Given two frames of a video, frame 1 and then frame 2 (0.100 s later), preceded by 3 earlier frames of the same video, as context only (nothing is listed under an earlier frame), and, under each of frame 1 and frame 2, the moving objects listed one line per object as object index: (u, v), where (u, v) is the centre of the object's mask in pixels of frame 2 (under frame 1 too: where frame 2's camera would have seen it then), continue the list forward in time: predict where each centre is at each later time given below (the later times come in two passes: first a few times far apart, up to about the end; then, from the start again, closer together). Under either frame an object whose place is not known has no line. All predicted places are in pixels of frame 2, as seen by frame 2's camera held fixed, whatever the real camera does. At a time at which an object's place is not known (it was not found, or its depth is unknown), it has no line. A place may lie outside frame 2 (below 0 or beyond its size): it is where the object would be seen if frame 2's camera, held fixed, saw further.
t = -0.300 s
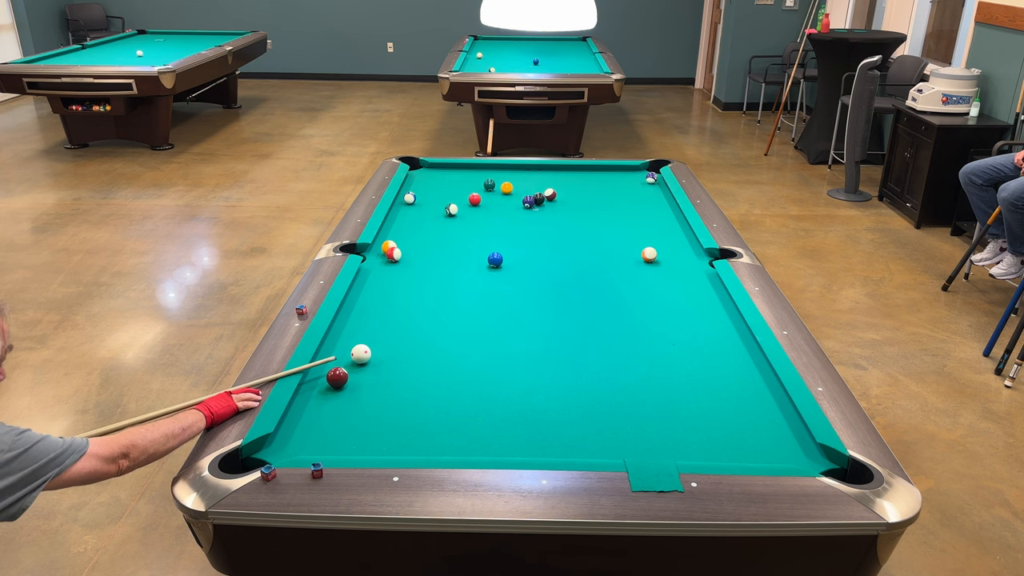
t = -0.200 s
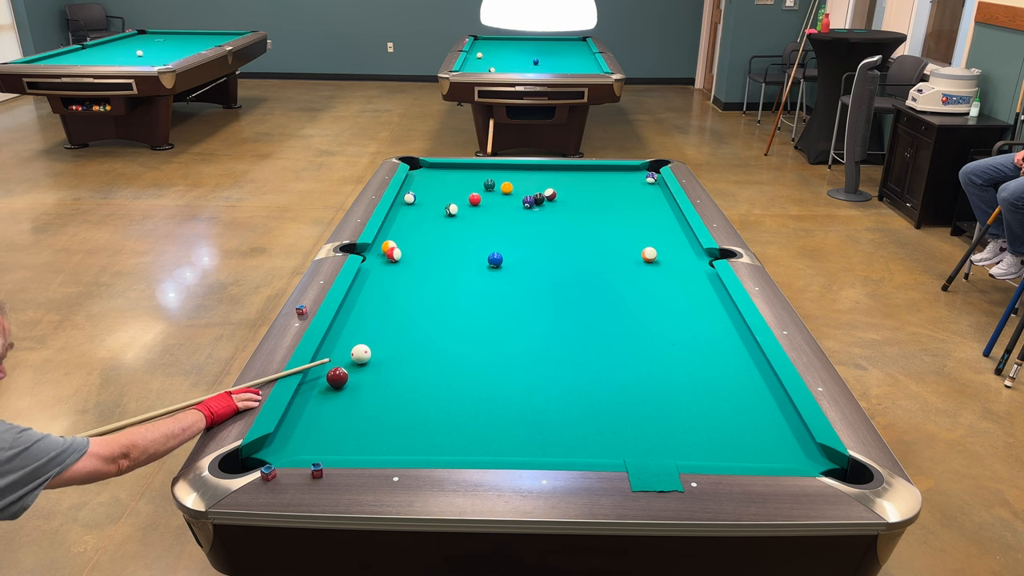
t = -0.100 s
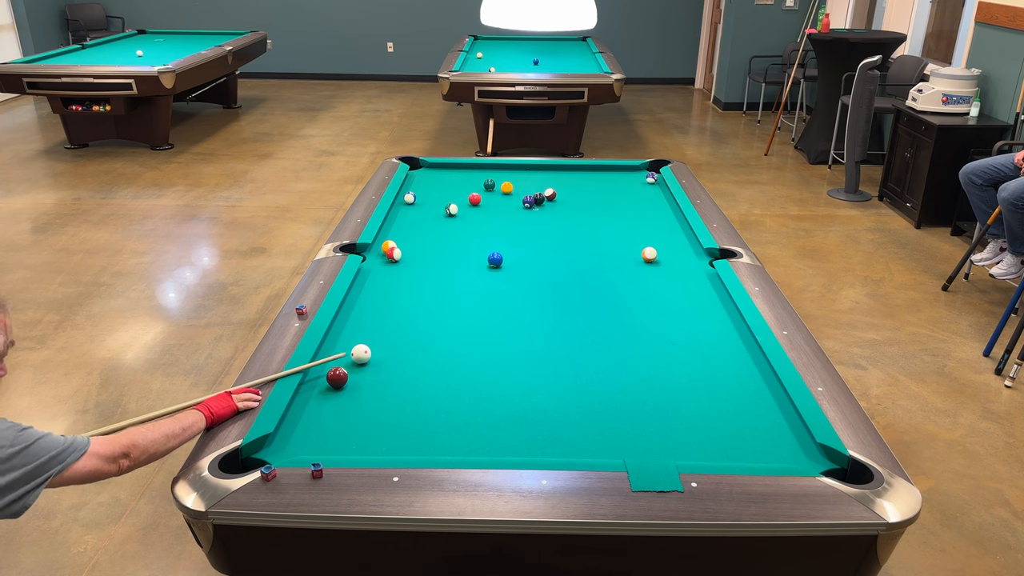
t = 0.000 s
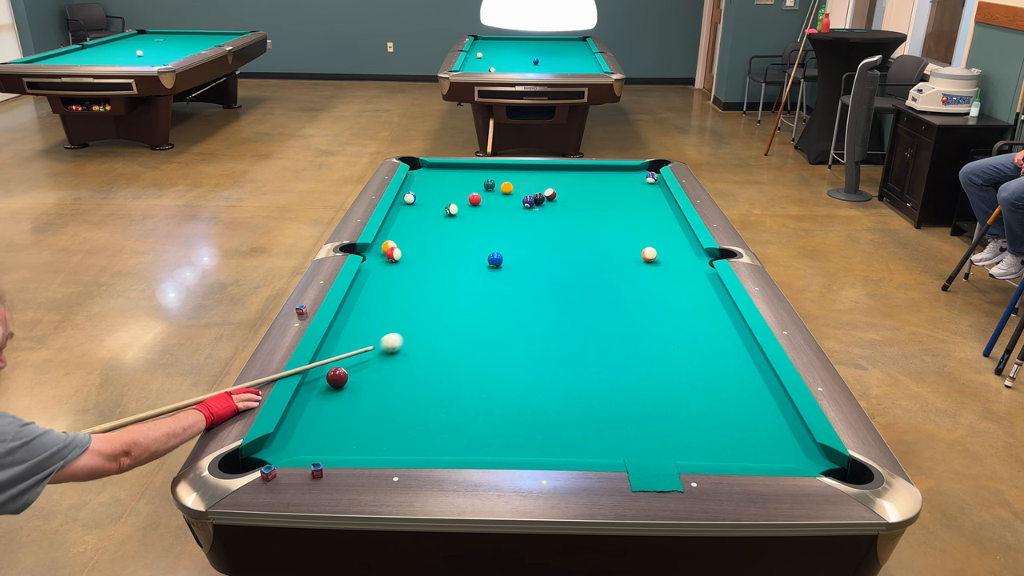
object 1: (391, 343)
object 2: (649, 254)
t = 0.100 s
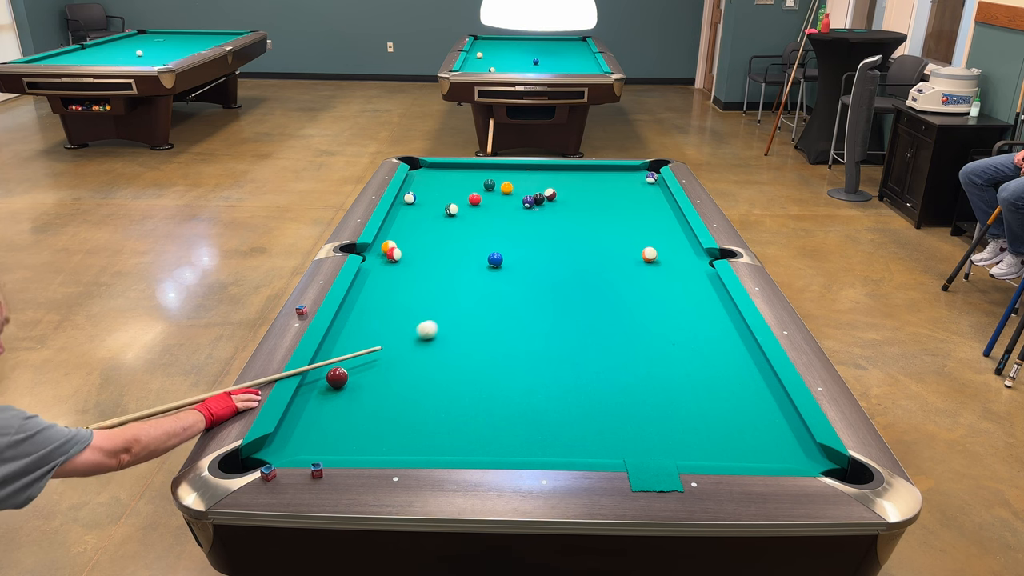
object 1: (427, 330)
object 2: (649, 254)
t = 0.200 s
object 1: (460, 318)
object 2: (649, 254)
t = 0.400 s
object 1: (520, 297)
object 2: (649, 254)
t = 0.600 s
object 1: (572, 278)
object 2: (649, 254)
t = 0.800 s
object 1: (618, 261)
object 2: (649, 254)
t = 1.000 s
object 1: (632, 248)
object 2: (674, 252)
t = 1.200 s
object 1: (632, 237)
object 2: (696, 252)
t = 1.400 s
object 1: (632, 227)
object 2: (687, 255)
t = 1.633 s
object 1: (632, 217)
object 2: (677, 259)
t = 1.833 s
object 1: (633, 209)
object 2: (669, 262)
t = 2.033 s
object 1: (633, 201)
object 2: (660, 265)
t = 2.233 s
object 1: (633, 194)
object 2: (653, 268)
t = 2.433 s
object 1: (633, 188)
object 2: (646, 271)
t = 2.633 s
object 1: (633, 182)
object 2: (639, 273)
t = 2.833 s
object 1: (633, 177)
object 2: (633, 275)
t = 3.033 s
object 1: (633, 172)
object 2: (627, 277)
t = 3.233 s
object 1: (633, 168)
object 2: (622, 279)
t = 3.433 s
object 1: (635, 171)
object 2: (618, 280)
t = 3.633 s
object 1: (637, 174)
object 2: (614, 281)
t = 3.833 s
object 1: (640, 176)
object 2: (611, 282)
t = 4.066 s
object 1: (639, 179)
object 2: (607, 283)
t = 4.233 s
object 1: (638, 181)
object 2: (605, 283)
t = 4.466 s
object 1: (637, 183)
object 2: (604, 284)
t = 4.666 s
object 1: (636, 185)
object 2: (604, 284)
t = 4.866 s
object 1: (636, 186)
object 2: (604, 284)
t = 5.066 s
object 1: (635, 188)
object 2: (604, 284)
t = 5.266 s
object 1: (635, 189)
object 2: (604, 284)
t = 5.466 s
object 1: (634, 190)
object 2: (604, 284)
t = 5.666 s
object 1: (634, 191)
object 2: (604, 284)
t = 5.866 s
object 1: (633, 192)
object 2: (604, 284)
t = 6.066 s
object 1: (632, 192)
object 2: (604, 284)
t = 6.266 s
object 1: (631, 193)
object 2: (604, 284)
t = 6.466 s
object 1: (631, 193)
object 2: (604, 284)
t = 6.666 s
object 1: (631, 193)
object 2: (604, 284)
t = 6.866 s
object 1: (631, 193)
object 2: (604, 284)
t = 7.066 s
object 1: (631, 193)
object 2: (604, 284)
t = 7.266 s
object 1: (631, 193)
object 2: (604, 284)
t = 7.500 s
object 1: (631, 193)
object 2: (604, 284)
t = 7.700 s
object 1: (631, 193)
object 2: (604, 284)
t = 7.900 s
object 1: (631, 193)
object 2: (604, 284)
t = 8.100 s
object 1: (631, 193)
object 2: (604, 284)
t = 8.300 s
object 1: (631, 193)
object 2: (604, 284)
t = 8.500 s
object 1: (631, 193)
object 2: (604, 284)
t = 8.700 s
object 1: (631, 193)
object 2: (604, 284)
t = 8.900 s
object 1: (631, 193)
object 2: (604, 284)
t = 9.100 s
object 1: (631, 193)
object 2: (604, 284)
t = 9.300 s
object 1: (631, 193)
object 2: (604, 284)
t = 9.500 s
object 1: (631, 193)
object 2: (604, 284)
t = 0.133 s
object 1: (438, 326)
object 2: (649, 254)
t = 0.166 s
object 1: (449, 322)
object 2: (649, 254)
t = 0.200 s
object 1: (460, 318)
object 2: (649, 254)
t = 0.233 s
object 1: (471, 314)
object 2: (649, 254)
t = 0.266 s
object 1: (481, 310)
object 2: (649, 254)
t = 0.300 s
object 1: (491, 307)
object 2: (649, 254)
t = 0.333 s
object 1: (501, 303)
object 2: (649, 254)
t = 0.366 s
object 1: (510, 300)
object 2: (649, 254)
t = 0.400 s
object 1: (520, 297)
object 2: (649, 254)
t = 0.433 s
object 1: (529, 293)
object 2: (649, 254)
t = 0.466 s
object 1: (537, 290)
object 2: (649, 254)
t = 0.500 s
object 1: (547, 287)
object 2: (649, 254)
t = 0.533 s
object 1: (555, 284)
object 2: (649, 254)
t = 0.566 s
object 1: (563, 281)
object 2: (649, 254)
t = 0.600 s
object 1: (572, 278)
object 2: (649, 254)
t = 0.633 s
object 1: (580, 275)
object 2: (649, 254)
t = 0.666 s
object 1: (588, 272)
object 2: (649, 254)
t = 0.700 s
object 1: (595, 269)
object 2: (649, 254)
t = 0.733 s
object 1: (603, 266)
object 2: (649, 254)
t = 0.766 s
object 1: (611, 264)
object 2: (649, 254)
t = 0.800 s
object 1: (618, 261)
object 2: (649, 254)
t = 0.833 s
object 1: (625, 259)
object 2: (649, 254)
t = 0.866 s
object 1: (632, 256)
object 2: (649, 254)
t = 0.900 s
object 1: (633, 254)
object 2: (654, 254)
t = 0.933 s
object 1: (632, 252)
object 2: (661, 253)
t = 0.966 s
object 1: (632, 250)
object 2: (668, 253)
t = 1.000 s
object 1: (632, 248)
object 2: (674, 252)
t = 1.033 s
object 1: (632, 246)
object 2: (679, 252)
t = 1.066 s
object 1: (632, 244)
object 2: (684, 252)
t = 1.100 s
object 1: (632, 243)
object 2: (689, 251)
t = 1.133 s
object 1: (632, 241)
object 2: (694, 251)
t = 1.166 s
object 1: (632, 239)
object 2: (698, 251)
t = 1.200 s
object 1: (632, 237)
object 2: (696, 252)
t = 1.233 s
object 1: (632, 236)
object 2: (694, 252)
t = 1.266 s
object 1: (632, 234)
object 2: (693, 253)
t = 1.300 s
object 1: (632, 232)
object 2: (691, 253)
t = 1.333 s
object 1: (632, 231)
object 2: (690, 254)
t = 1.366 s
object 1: (632, 229)
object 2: (688, 254)
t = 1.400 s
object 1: (632, 227)
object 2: (687, 255)
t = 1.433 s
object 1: (632, 226)
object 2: (685, 256)
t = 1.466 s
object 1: (632, 224)
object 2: (684, 256)
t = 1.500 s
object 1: (632, 223)
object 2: (682, 257)
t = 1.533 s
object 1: (632, 221)
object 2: (681, 257)
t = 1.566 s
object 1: (632, 220)
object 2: (679, 258)
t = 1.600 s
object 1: (632, 218)
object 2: (678, 258)
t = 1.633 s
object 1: (632, 217)
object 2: (677, 259)
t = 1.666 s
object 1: (632, 215)
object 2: (675, 260)
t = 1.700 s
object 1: (633, 214)
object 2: (674, 260)
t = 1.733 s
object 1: (633, 213)
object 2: (672, 261)
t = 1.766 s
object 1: (633, 211)
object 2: (671, 261)
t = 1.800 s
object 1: (633, 210)
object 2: (670, 262)
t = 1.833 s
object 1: (633, 209)
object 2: (669, 262)
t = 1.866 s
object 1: (633, 207)
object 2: (667, 263)
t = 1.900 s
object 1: (633, 206)
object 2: (666, 264)
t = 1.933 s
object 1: (633, 205)
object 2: (664, 264)
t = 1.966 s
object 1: (633, 204)
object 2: (663, 265)
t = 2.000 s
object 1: (633, 202)
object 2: (662, 265)
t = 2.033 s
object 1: (633, 201)
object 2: (660, 265)
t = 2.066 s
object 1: (633, 200)
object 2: (659, 266)
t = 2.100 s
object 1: (633, 199)
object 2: (658, 266)
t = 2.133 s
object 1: (633, 198)
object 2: (657, 267)
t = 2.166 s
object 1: (633, 197)
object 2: (655, 267)
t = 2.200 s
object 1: (633, 195)
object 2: (654, 268)
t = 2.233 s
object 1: (633, 194)
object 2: (653, 268)
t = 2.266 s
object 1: (633, 193)
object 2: (652, 269)
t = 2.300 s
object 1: (633, 192)
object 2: (651, 269)
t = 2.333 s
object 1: (633, 191)
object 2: (649, 269)
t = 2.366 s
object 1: (633, 190)
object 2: (648, 270)
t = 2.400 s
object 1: (633, 189)
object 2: (647, 270)
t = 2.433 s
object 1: (633, 188)
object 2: (646, 271)
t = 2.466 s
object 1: (633, 187)
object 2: (644, 271)
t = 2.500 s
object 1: (633, 186)
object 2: (644, 271)
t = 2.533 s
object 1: (633, 185)
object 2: (642, 272)
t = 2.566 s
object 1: (633, 184)
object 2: (641, 272)
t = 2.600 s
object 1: (633, 183)
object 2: (640, 273)
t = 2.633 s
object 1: (633, 182)
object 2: (639, 273)
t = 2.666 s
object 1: (633, 181)
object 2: (638, 274)
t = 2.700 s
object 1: (633, 180)
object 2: (637, 274)
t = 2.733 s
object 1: (633, 179)
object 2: (636, 274)
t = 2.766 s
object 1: (633, 179)
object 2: (635, 275)
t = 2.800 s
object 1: (633, 178)
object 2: (634, 275)
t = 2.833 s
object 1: (633, 177)
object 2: (633, 275)
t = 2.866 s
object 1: (633, 176)
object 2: (632, 276)
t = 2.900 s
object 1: (633, 175)
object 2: (631, 276)
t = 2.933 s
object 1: (633, 174)
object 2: (630, 276)
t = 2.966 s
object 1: (633, 173)
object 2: (629, 277)
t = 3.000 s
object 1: (633, 173)
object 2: (628, 277)
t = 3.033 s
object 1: (633, 172)
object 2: (627, 277)
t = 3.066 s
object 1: (633, 171)
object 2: (626, 277)
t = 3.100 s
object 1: (633, 170)
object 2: (626, 278)
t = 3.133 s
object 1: (633, 169)
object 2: (625, 278)
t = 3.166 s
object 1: (633, 168)
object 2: (624, 278)
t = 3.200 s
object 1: (633, 168)
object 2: (623, 278)
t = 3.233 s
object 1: (633, 168)
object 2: (622, 279)
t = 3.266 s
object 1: (633, 168)
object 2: (621, 279)
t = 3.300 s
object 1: (634, 169)
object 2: (620, 279)
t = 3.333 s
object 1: (634, 169)
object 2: (620, 279)
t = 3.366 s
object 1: (634, 170)
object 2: (619, 280)
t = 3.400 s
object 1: (635, 170)
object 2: (618, 280)
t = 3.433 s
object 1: (635, 171)
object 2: (618, 280)
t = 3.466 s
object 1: (636, 171)
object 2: (617, 280)
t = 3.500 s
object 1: (636, 172)
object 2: (616, 281)
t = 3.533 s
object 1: (636, 172)
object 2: (616, 281)
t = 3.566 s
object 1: (637, 173)
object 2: (615, 281)
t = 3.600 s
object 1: (637, 173)
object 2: (614, 281)
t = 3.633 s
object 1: (637, 174)
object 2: (614, 281)
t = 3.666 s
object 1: (638, 174)
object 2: (613, 282)
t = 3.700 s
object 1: (638, 175)
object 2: (613, 282)
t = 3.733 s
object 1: (638, 175)
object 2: (612, 282)
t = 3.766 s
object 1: (639, 176)
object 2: (612, 282)
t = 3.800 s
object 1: (639, 176)
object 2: (611, 282)
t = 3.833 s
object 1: (640, 176)
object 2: (611, 282)
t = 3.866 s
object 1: (640, 177)
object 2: (610, 282)
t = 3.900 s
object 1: (640, 177)
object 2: (610, 282)
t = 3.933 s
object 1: (639, 177)
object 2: (609, 283)
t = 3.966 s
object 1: (639, 178)
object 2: (608, 283)
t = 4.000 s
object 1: (639, 178)
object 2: (608, 283)
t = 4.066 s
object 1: (639, 179)
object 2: (607, 283)
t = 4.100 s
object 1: (639, 179)
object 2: (607, 283)
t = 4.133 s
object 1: (639, 180)
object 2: (606, 283)
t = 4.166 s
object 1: (639, 180)
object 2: (606, 283)
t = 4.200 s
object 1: (639, 181)
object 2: (606, 283)
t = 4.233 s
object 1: (638, 181)
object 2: (605, 283)
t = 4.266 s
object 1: (638, 181)
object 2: (605, 284)
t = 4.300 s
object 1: (638, 181)
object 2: (605, 284)
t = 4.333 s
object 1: (638, 182)
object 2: (605, 284)
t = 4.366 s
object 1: (638, 182)
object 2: (604, 284)
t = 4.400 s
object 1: (638, 182)
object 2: (604, 284)
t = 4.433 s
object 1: (637, 183)
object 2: (604, 284)
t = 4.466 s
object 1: (637, 183)
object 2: (604, 284)
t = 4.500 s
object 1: (637, 183)
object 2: (604, 284)
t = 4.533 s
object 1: (637, 184)
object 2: (604, 284)
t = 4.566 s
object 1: (637, 184)
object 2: (604, 284)
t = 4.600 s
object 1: (637, 184)
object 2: (604, 284)
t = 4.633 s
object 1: (636, 185)
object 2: (604, 284)
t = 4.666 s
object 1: (636, 185)
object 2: (604, 284)
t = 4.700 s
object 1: (636, 185)
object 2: (604, 284)
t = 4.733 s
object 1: (636, 185)
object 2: (603, 284)
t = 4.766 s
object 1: (636, 186)
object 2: (604, 284)
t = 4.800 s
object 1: (636, 186)
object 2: (604, 284)
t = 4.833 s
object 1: (636, 186)
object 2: (604, 284)
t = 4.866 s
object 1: (636, 186)
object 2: (604, 284)
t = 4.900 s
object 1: (636, 187)
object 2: (604, 284)
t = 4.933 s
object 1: (636, 187)
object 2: (604, 284)
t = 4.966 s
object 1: (636, 187)
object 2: (604, 284)
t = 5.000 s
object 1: (635, 187)
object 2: (604, 284)
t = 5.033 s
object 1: (635, 188)
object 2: (604, 284)
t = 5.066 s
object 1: (635, 188)
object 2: (604, 284)
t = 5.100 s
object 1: (635, 188)
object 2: (604, 284)
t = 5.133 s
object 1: (635, 188)
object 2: (604, 284)
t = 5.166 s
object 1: (635, 188)
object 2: (604, 284)
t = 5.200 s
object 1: (635, 189)
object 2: (604, 284)
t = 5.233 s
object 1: (635, 189)
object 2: (604, 284)
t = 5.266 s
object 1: (635, 189)
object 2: (604, 284)
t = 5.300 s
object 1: (635, 189)
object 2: (604, 284)
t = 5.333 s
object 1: (634, 190)
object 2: (604, 284)
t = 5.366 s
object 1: (634, 190)
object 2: (604, 284)
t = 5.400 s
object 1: (634, 190)
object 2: (604, 284)
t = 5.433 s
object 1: (634, 190)
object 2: (604, 284)
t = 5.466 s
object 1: (634, 190)
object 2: (604, 284)
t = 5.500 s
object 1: (634, 190)
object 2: (604, 284)
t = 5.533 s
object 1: (634, 191)
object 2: (604, 284)
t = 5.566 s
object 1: (634, 191)
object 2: (604, 284)
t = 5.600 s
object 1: (634, 191)
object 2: (604, 284)
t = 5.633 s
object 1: (634, 191)
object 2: (604, 284)
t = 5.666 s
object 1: (634, 191)
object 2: (604, 284)
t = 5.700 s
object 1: (634, 191)
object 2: (604, 284)
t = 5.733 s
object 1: (633, 191)
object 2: (604, 284)
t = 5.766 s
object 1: (633, 192)
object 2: (604, 284)
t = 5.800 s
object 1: (633, 192)
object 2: (604, 284)
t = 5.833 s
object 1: (633, 192)
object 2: (604, 284)
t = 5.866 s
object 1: (633, 192)
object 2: (604, 284)
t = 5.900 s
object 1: (633, 192)
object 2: (604, 284)
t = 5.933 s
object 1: (633, 192)
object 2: (604, 284)
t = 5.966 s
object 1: (633, 192)
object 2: (604, 284)
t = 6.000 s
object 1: (632, 192)
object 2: (604, 284)
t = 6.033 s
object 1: (632, 192)
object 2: (604, 284)
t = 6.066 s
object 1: (632, 192)
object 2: (604, 284)
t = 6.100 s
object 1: (632, 192)
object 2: (604, 284)
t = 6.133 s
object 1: (632, 193)
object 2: (604, 284)
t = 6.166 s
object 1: (632, 193)
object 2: (604, 284)
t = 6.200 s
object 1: (632, 193)
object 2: (604, 284)
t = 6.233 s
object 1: (631, 193)
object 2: (604, 284)
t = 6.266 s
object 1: (631, 193)
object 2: (604, 284)
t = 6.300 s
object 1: (631, 193)
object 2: (604, 284)
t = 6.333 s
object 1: (631, 193)
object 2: (604, 284)
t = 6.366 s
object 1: (631, 193)
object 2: (604, 284)
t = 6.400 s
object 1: (631, 193)
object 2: (604, 284)
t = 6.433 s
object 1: (631, 193)
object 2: (604, 284)
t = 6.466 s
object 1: (631, 193)
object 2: (604, 284)
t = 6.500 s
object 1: (631, 193)
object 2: (604, 284)
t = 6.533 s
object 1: (631, 193)
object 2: (604, 284)
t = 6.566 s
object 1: (631, 193)
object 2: (604, 284)
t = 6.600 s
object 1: (631, 193)
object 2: (604, 284)
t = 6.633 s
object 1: (631, 193)
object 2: (604, 284)
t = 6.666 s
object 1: (631, 193)
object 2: (604, 284)
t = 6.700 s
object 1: (631, 193)
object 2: (604, 284)
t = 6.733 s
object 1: (631, 193)
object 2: (604, 284)
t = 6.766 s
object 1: (631, 193)
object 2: (604, 284)
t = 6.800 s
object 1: (631, 193)
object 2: (604, 284)
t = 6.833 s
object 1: (631, 193)
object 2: (604, 284)
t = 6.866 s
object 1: (631, 193)
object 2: (604, 284)
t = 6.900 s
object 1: (631, 193)
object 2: (604, 284)
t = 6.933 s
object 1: (631, 193)
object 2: (604, 284)
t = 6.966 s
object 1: (631, 193)
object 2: (604, 284)
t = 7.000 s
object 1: (631, 193)
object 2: (604, 284)
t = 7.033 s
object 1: (631, 193)
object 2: (604, 284)
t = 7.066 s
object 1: (631, 193)
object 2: (604, 284)
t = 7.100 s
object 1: (631, 193)
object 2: (604, 284)
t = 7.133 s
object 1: (631, 193)
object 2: (604, 284)
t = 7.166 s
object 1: (631, 193)
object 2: (604, 284)
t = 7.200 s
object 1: (631, 193)
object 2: (604, 284)
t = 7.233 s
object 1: (631, 193)
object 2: (604, 284)
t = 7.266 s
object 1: (631, 193)
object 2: (604, 284)
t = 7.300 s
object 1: (631, 193)
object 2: (604, 284)
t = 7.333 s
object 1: (631, 193)
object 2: (604, 284)
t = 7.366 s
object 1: (631, 193)
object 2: (604, 284)
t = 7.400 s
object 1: (631, 193)
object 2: (604, 284)
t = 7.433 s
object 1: (631, 193)
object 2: (604, 284)
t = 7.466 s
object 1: (631, 193)
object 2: (604, 284)
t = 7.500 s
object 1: (631, 193)
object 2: (604, 284)
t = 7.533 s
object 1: (631, 193)
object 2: (604, 284)
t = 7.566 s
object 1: (631, 193)
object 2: (604, 284)
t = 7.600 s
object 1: (631, 193)
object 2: (604, 284)
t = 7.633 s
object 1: (631, 193)
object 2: (604, 284)
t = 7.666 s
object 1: (631, 193)
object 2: (604, 284)
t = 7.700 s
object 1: (631, 193)
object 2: (604, 284)
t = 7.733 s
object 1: (631, 193)
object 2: (604, 284)
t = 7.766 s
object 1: (631, 193)
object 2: (604, 284)
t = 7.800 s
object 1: (631, 193)
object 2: (604, 284)
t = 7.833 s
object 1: (631, 193)
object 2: (604, 284)
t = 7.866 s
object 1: (631, 193)
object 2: (604, 284)
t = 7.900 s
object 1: (631, 193)
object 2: (604, 284)
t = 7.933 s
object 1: (631, 193)
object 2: (604, 284)
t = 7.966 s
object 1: (631, 193)
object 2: (604, 284)
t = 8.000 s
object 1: (631, 193)
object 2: (604, 284)
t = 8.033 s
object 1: (631, 193)
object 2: (604, 284)
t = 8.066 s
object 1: (631, 193)
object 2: (604, 284)
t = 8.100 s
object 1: (631, 193)
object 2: (604, 284)
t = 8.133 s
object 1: (631, 193)
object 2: (604, 284)
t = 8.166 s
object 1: (631, 193)
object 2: (604, 284)
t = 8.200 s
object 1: (631, 193)
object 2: (604, 284)
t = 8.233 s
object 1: (631, 193)
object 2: (604, 284)
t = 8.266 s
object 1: (631, 193)
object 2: (604, 284)
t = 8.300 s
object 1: (631, 193)
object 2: (604, 284)
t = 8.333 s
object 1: (631, 193)
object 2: (604, 284)
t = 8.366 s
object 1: (631, 193)
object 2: (604, 284)
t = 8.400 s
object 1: (631, 193)
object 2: (604, 284)
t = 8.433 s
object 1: (631, 193)
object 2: (604, 284)
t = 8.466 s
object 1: (631, 193)
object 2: (604, 284)
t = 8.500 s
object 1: (631, 193)
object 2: (604, 284)
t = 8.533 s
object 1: (631, 193)
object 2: (604, 284)
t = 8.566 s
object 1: (631, 193)
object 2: (604, 284)
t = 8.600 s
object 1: (631, 193)
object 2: (604, 284)
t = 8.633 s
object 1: (631, 193)
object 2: (604, 284)
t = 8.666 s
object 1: (631, 193)
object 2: (604, 284)
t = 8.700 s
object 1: (631, 193)
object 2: (604, 284)
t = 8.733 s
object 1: (631, 193)
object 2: (604, 284)
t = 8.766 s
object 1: (631, 193)
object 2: (604, 284)
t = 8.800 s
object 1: (631, 193)
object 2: (604, 284)
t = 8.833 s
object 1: (631, 193)
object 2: (604, 284)
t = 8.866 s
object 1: (631, 193)
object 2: (604, 284)
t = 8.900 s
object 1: (631, 193)
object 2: (604, 284)
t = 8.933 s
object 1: (631, 193)
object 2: (604, 284)
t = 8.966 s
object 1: (631, 193)
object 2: (604, 284)
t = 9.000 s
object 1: (631, 193)
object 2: (604, 284)
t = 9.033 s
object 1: (631, 193)
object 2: (604, 284)
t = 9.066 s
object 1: (631, 193)
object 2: (604, 284)
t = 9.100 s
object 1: (631, 193)
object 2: (604, 284)
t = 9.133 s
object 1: (631, 193)
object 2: (604, 284)
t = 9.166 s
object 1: (631, 193)
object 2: (604, 284)
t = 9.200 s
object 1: (631, 193)
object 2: (604, 284)
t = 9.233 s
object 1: (631, 193)
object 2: (604, 284)
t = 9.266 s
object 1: (631, 193)
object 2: (604, 284)
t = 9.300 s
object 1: (631, 193)
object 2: (604, 284)
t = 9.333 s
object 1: (631, 193)
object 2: (604, 284)
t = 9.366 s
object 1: (631, 193)
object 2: (604, 284)
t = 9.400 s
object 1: (631, 193)
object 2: (604, 284)
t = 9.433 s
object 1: (631, 193)
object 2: (604, 284)
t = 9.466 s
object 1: (631, 193)
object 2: (604, 284)
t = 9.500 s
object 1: (631, 193)
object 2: (604, 284)
